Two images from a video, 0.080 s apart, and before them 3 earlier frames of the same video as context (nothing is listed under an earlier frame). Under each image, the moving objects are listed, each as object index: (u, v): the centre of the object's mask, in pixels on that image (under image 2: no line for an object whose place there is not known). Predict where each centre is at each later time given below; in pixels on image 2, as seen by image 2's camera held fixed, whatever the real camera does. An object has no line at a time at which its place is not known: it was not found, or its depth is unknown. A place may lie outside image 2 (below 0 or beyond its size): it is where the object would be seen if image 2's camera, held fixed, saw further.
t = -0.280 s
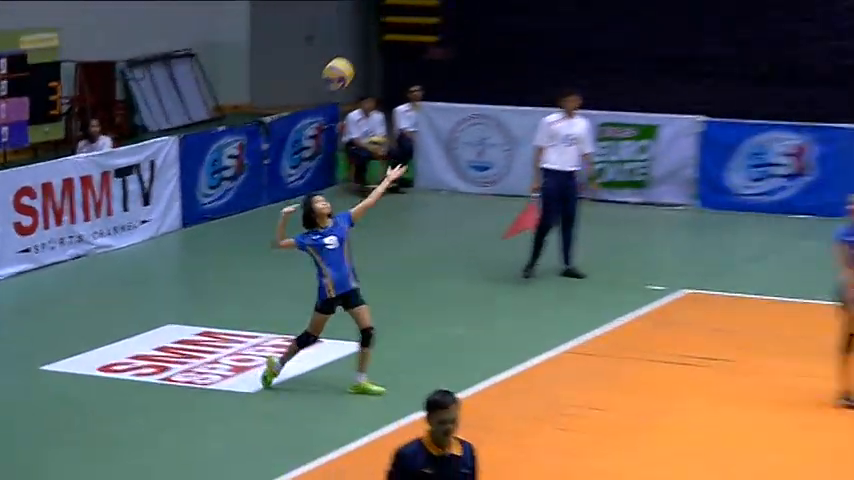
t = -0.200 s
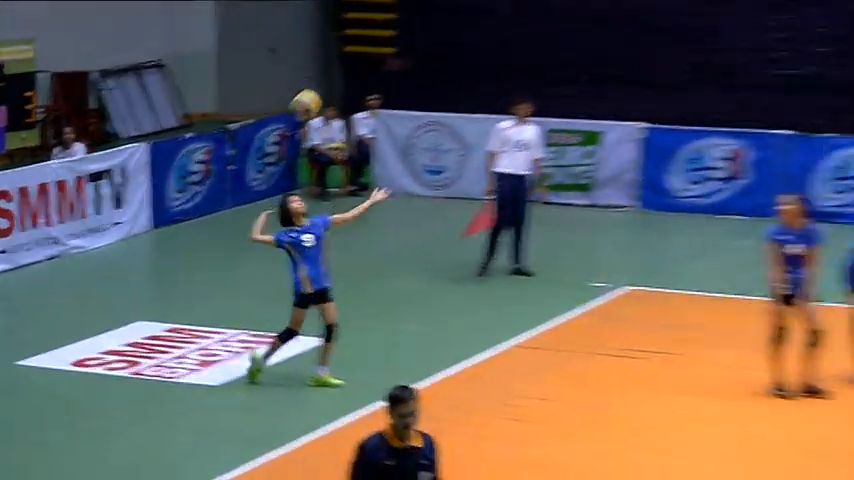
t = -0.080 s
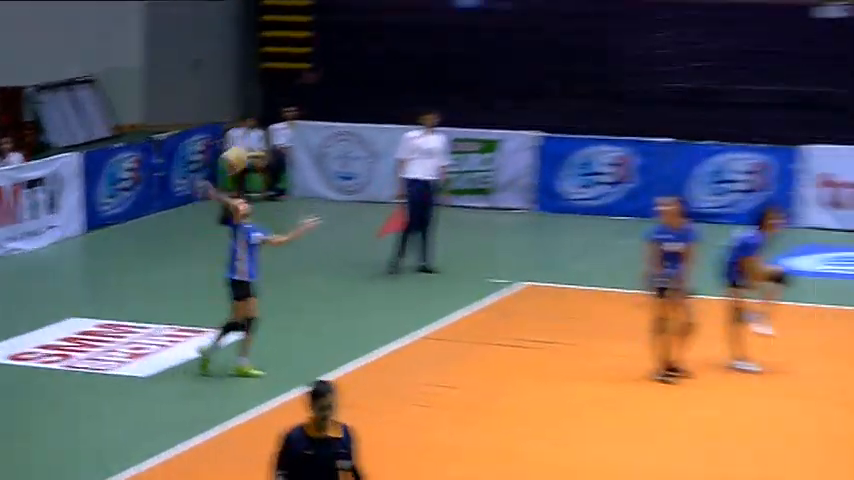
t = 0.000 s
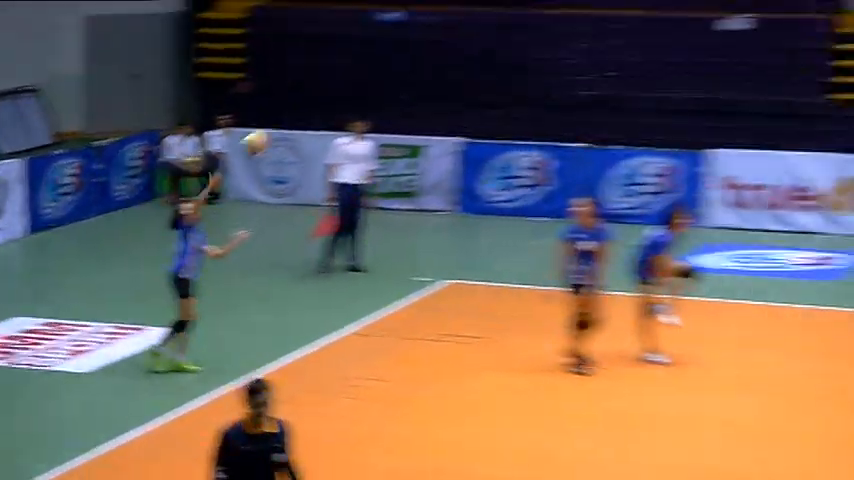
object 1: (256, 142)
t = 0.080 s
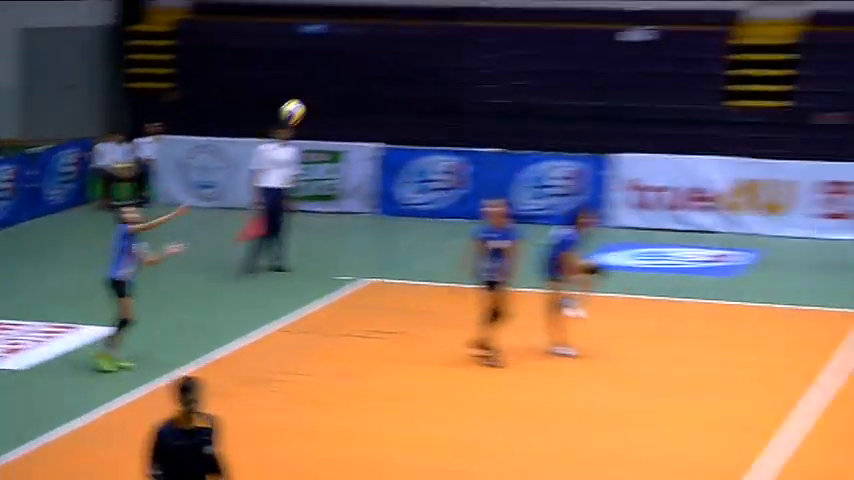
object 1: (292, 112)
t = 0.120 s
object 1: (346, 95)
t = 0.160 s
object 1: (402, 81)
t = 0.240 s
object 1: (509, 54)
